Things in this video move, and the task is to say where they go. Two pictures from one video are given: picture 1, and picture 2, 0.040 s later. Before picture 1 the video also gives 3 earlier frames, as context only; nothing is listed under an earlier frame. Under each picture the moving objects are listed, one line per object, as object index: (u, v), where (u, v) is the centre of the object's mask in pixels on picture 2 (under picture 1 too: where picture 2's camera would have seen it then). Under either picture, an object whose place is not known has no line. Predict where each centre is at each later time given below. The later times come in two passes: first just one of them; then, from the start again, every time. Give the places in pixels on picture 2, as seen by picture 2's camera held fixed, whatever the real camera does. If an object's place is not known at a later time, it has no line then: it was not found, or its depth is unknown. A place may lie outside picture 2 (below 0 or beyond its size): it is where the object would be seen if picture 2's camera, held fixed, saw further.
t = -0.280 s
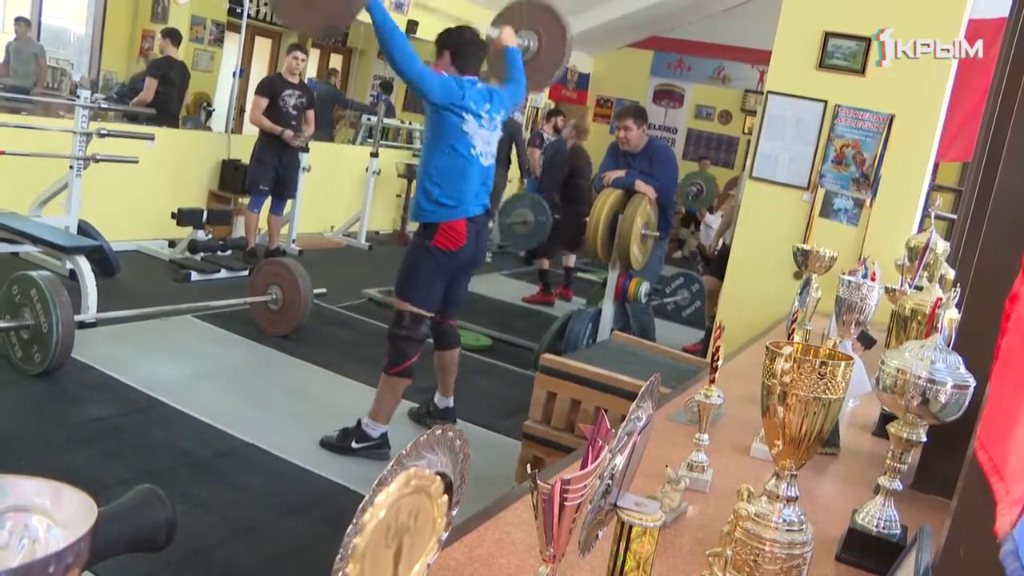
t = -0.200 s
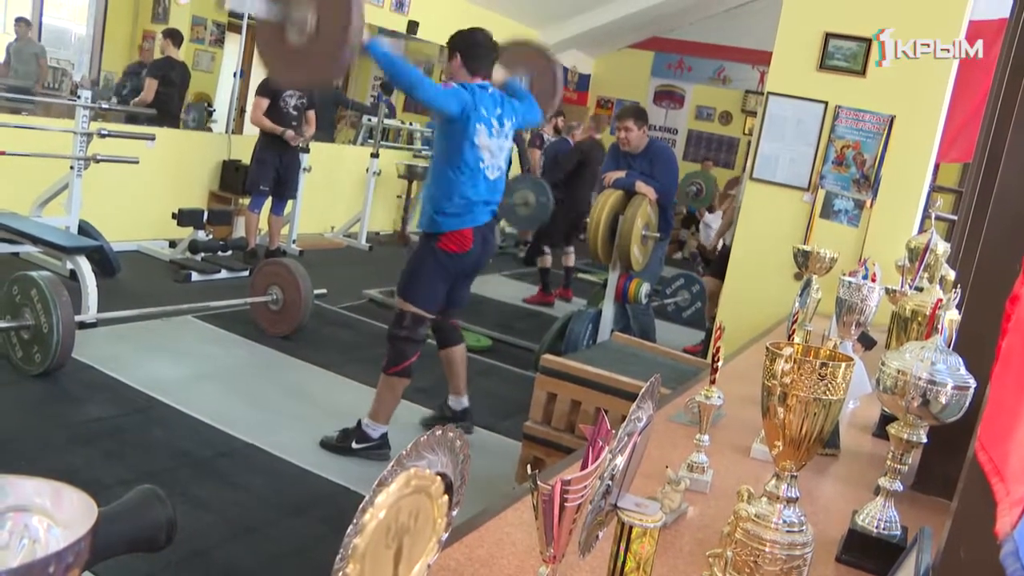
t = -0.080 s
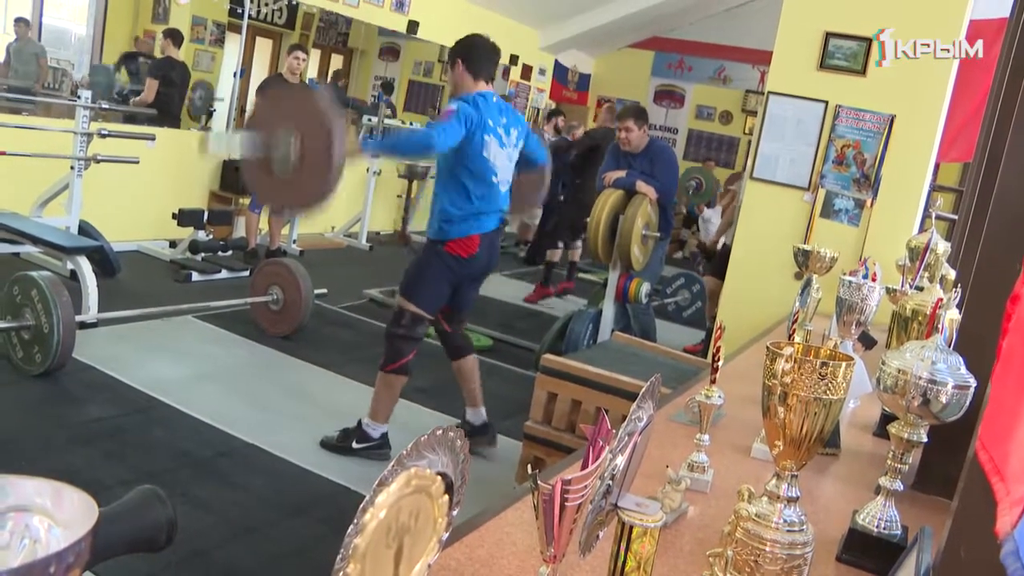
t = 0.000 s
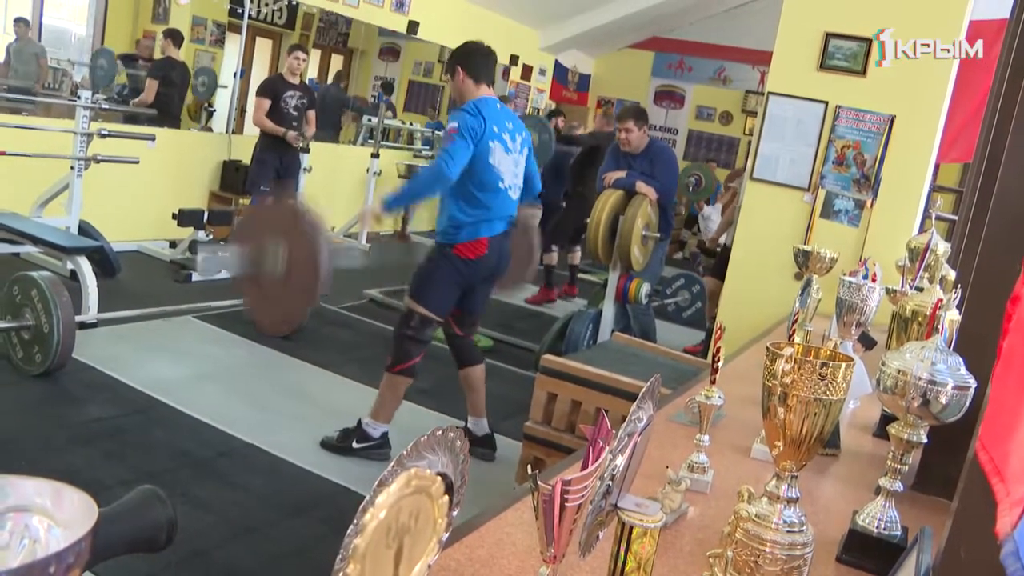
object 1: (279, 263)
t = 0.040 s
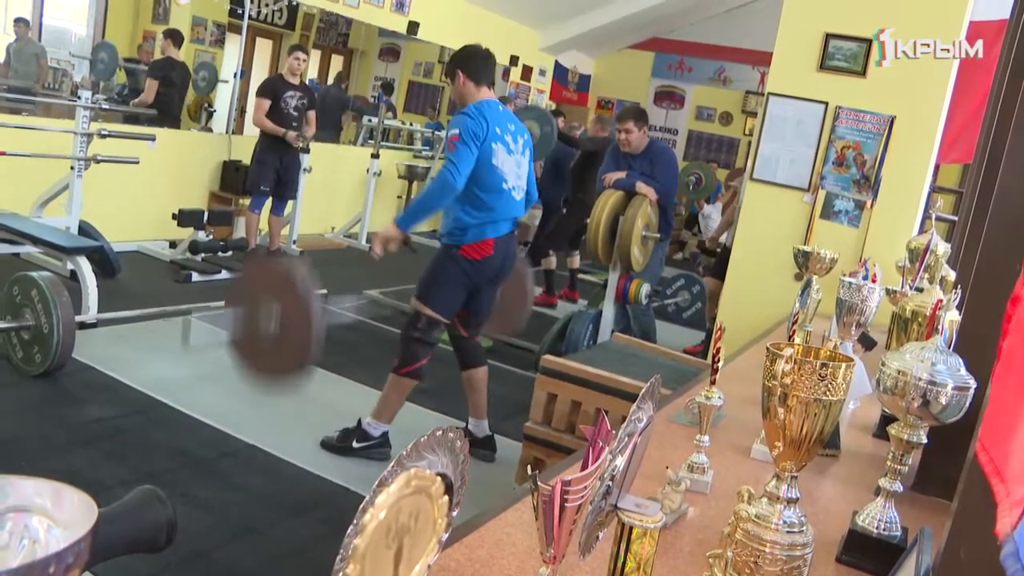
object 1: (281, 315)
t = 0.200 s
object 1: (279, 362)
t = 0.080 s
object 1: (270, 374)
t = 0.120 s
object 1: (260, 434)
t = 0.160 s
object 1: (265, 399)
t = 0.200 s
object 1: (279, 362)
